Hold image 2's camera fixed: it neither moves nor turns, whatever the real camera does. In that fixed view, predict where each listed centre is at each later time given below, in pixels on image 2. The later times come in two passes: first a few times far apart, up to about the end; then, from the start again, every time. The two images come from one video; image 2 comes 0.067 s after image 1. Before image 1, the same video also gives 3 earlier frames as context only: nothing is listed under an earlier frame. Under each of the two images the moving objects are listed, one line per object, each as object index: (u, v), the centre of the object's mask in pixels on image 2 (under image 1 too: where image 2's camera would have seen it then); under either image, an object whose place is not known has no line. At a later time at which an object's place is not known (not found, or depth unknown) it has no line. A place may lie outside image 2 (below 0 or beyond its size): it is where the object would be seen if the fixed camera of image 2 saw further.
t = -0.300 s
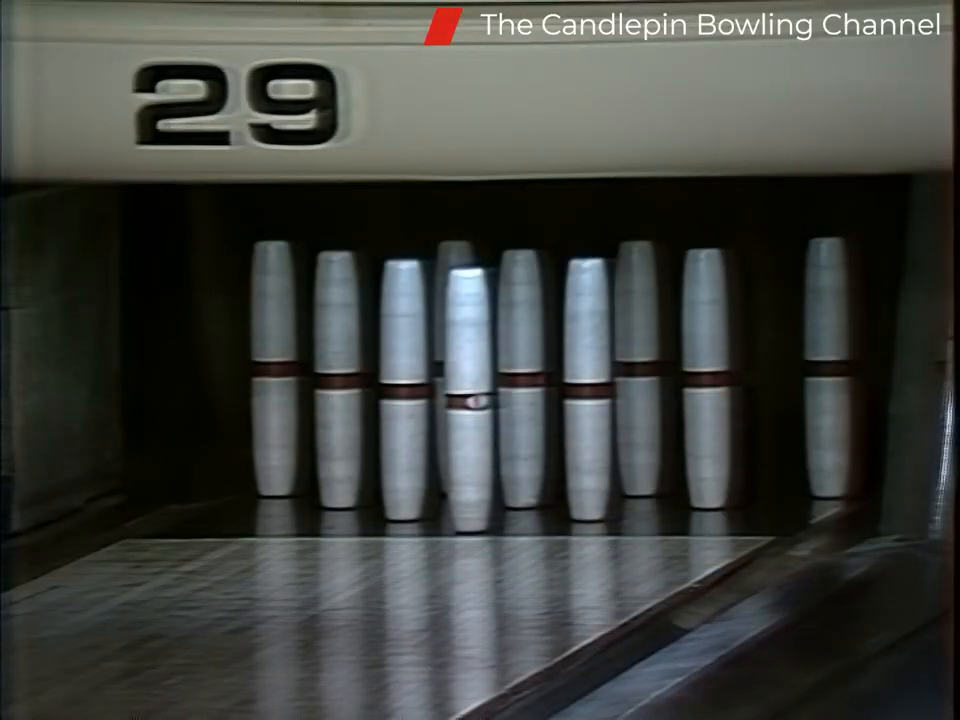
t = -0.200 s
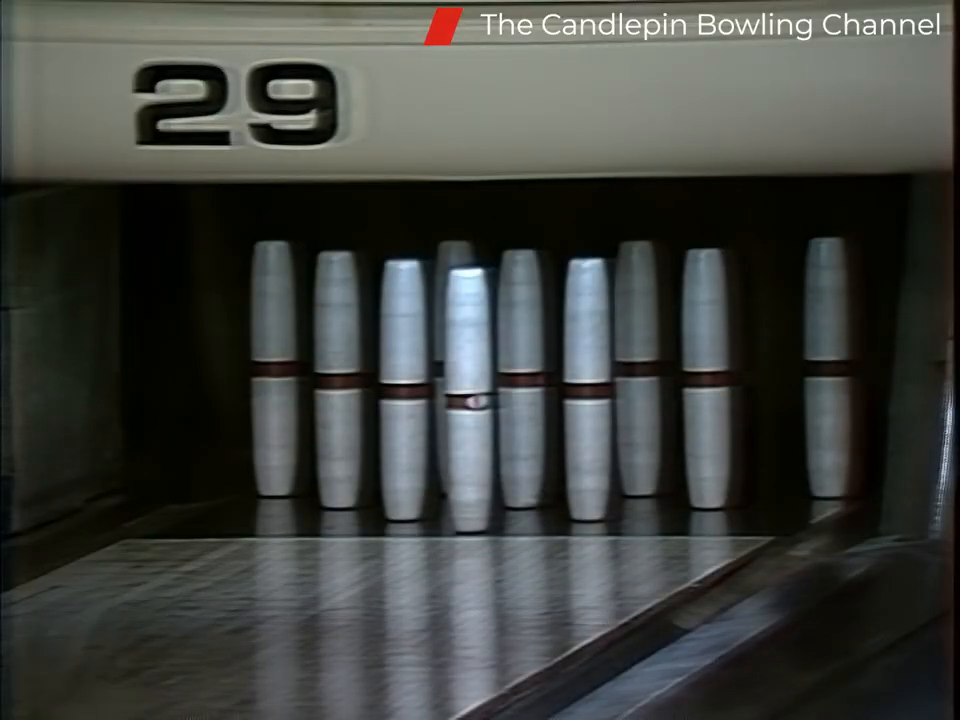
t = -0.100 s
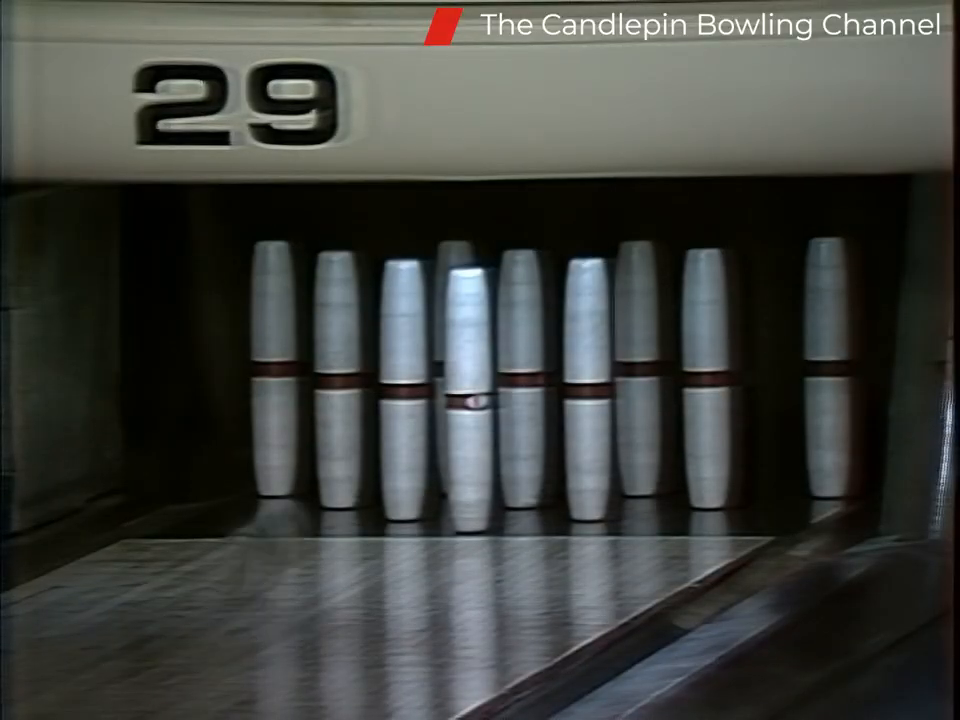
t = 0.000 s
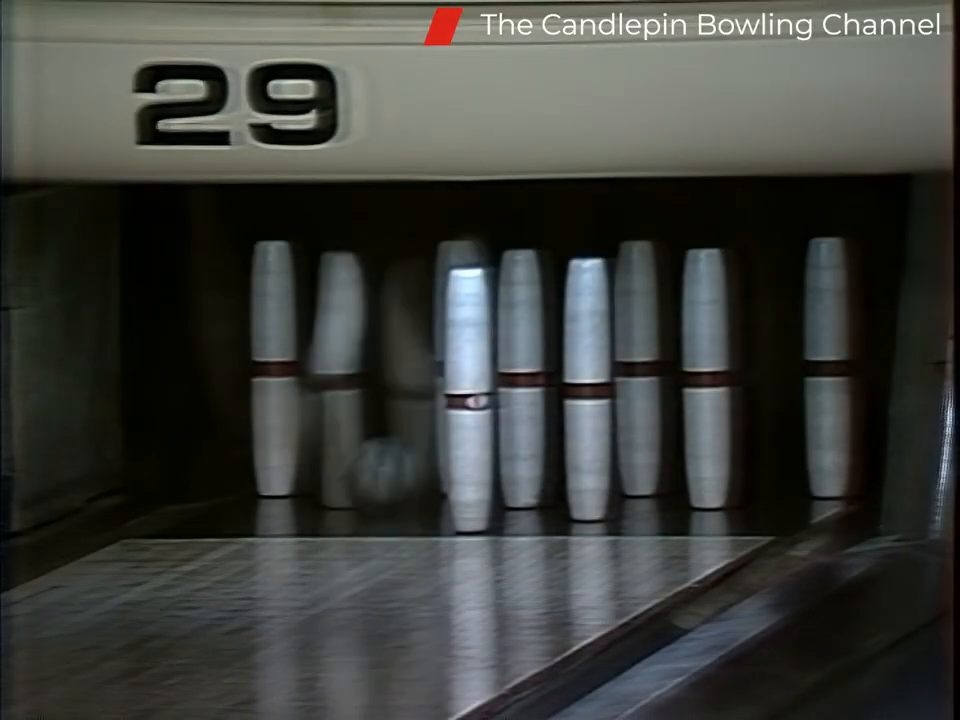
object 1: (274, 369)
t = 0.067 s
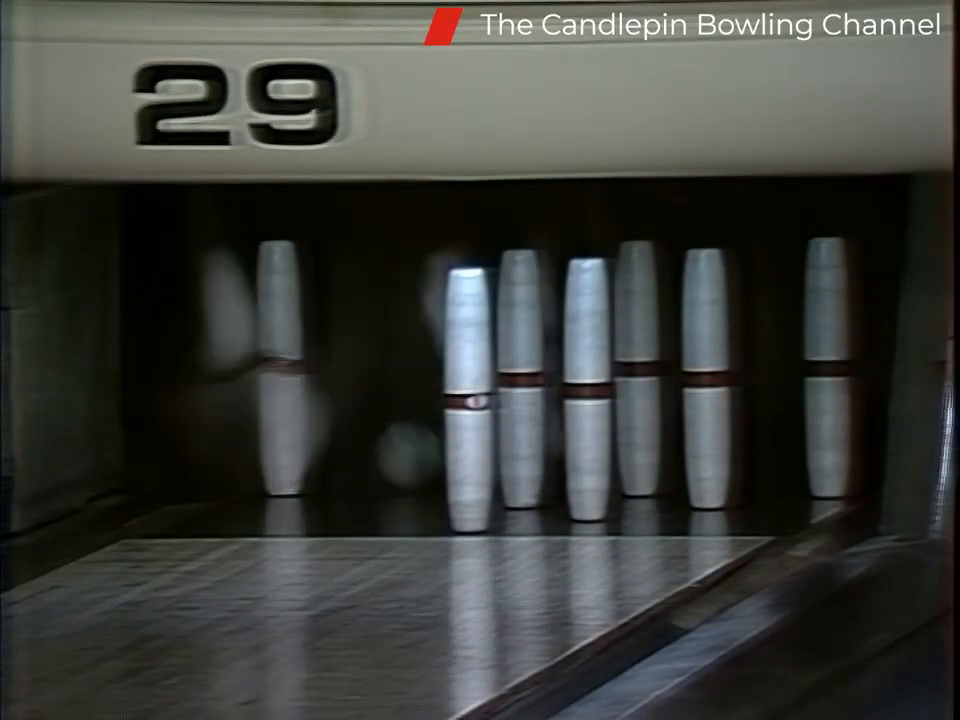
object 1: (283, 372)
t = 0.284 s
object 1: (308, 368)
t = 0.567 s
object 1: (362, 441)
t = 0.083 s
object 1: (284, 369)
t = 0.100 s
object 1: (285, 369)
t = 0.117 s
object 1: (288, 368)
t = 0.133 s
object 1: (290, 368)
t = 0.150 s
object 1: (292, 368)
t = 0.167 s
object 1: (295, 368)
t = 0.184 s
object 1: (297, 368)
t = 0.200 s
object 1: (298, 368)
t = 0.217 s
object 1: (300, 368)
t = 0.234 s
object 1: (302, 368)
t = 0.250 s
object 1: (304, 367)
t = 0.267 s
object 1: (306, 367)
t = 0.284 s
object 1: (308, 368)
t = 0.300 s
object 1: (310, 368)
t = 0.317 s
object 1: (313, 368)
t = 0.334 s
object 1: (315, 369)
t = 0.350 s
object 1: (320, 374)
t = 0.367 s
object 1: (323, 375)
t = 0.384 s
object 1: (326, 376)
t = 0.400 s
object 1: (328, 377)
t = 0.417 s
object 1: (331, 378)
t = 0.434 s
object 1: (335, 382)
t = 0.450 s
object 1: (338, 385)
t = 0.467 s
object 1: (342, 389)
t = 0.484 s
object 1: (346, 394)
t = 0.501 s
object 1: (350, 400)
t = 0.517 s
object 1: (353, 409)
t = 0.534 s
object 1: (357, 418)
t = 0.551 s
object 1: (359, 430)
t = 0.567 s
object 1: (362, 441)
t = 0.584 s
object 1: (362, 457)
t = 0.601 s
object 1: (363, 460)
